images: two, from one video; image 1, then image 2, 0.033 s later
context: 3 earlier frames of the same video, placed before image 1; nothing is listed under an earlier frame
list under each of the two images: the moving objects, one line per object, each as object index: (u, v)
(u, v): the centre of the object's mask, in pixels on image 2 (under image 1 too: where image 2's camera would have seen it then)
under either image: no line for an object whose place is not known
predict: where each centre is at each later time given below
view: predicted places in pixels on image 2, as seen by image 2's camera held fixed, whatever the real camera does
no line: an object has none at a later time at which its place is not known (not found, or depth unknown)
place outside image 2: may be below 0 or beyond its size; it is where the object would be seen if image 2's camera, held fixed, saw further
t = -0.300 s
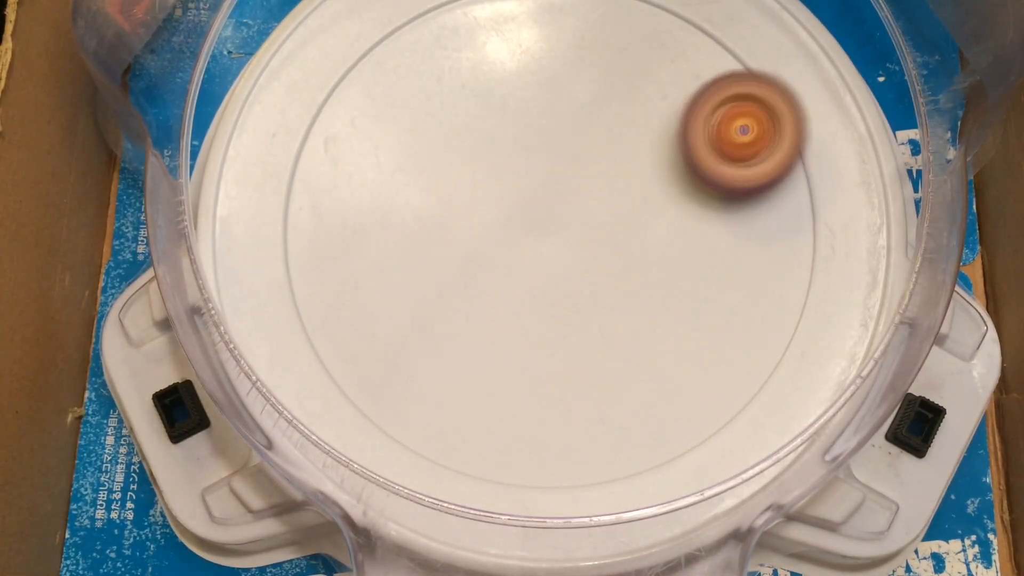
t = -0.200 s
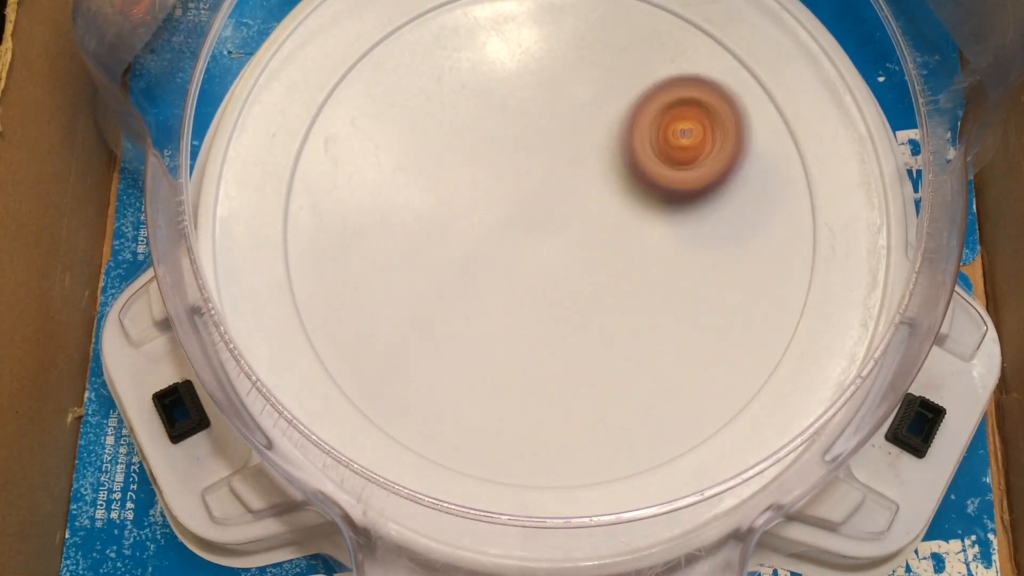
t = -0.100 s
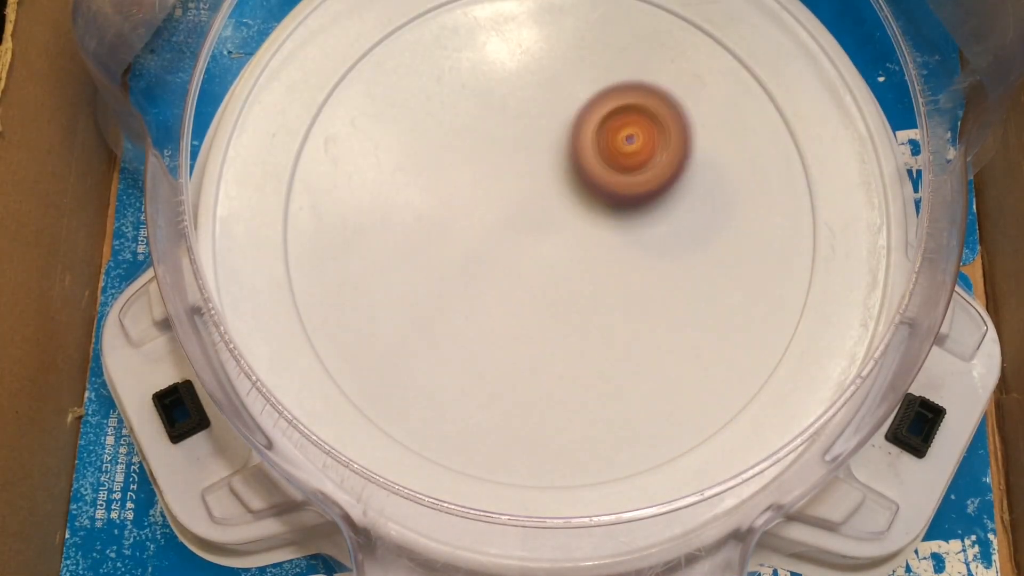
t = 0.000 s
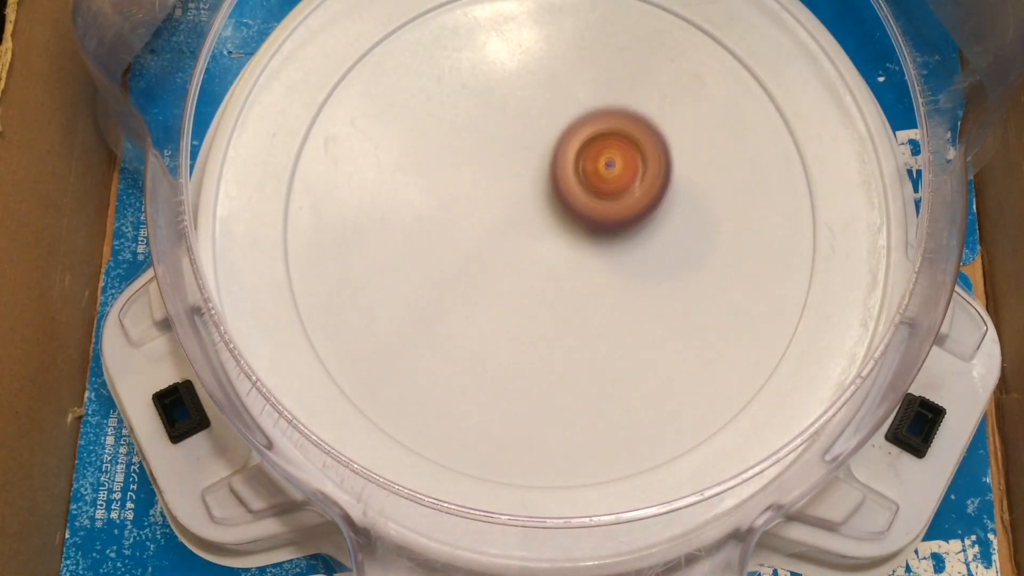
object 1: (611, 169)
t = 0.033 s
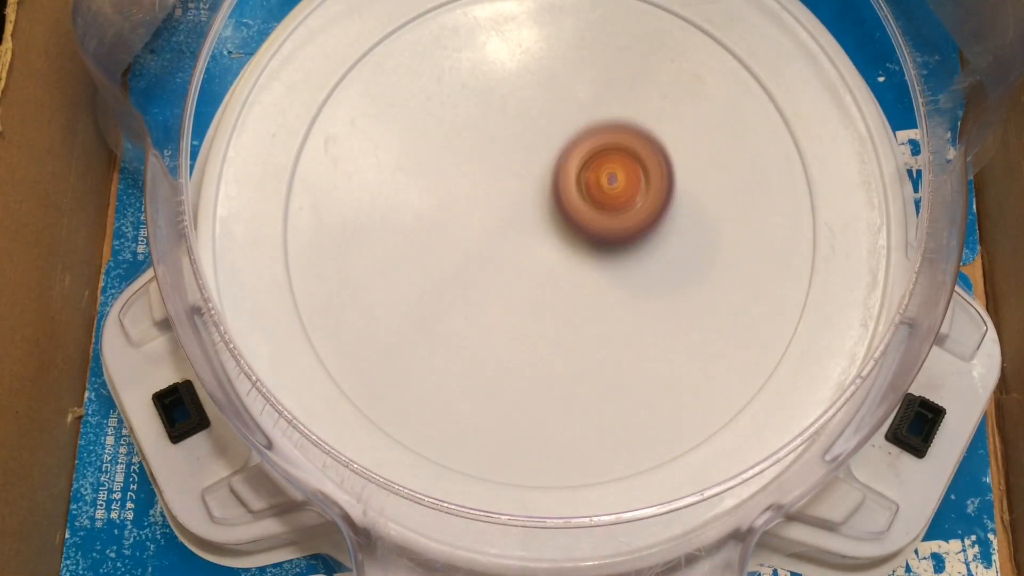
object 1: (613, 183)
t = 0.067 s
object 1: (620, 199)
